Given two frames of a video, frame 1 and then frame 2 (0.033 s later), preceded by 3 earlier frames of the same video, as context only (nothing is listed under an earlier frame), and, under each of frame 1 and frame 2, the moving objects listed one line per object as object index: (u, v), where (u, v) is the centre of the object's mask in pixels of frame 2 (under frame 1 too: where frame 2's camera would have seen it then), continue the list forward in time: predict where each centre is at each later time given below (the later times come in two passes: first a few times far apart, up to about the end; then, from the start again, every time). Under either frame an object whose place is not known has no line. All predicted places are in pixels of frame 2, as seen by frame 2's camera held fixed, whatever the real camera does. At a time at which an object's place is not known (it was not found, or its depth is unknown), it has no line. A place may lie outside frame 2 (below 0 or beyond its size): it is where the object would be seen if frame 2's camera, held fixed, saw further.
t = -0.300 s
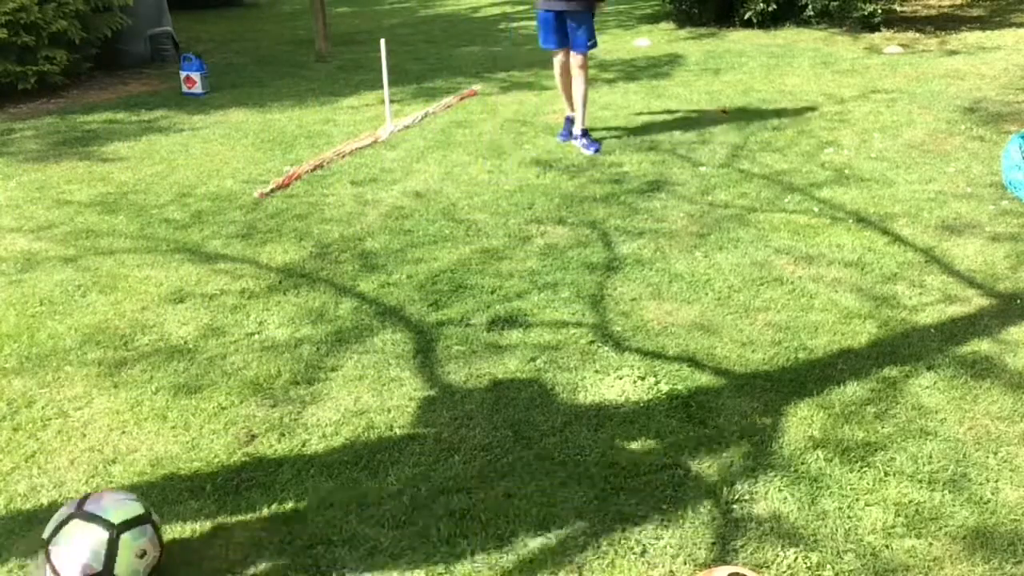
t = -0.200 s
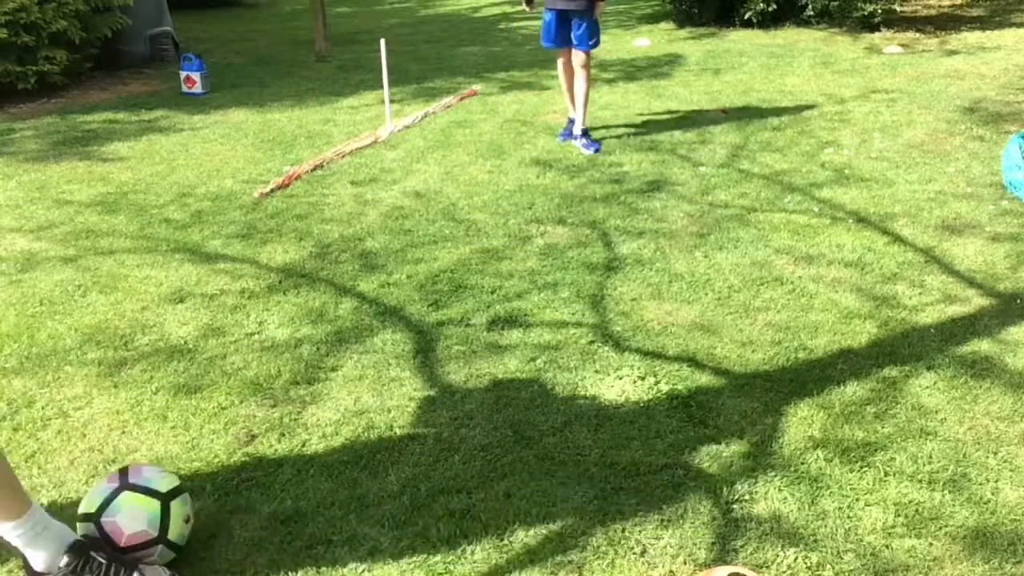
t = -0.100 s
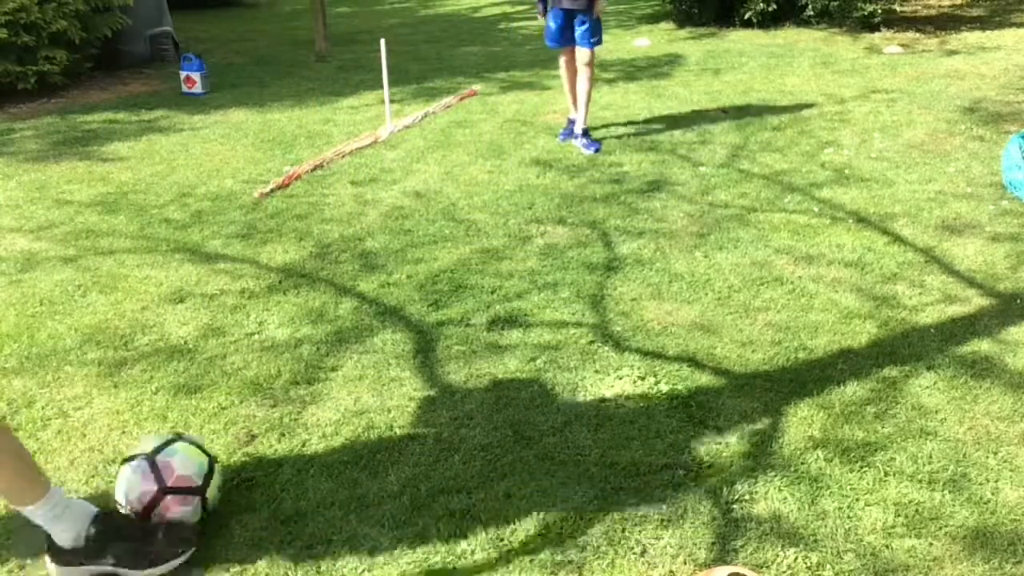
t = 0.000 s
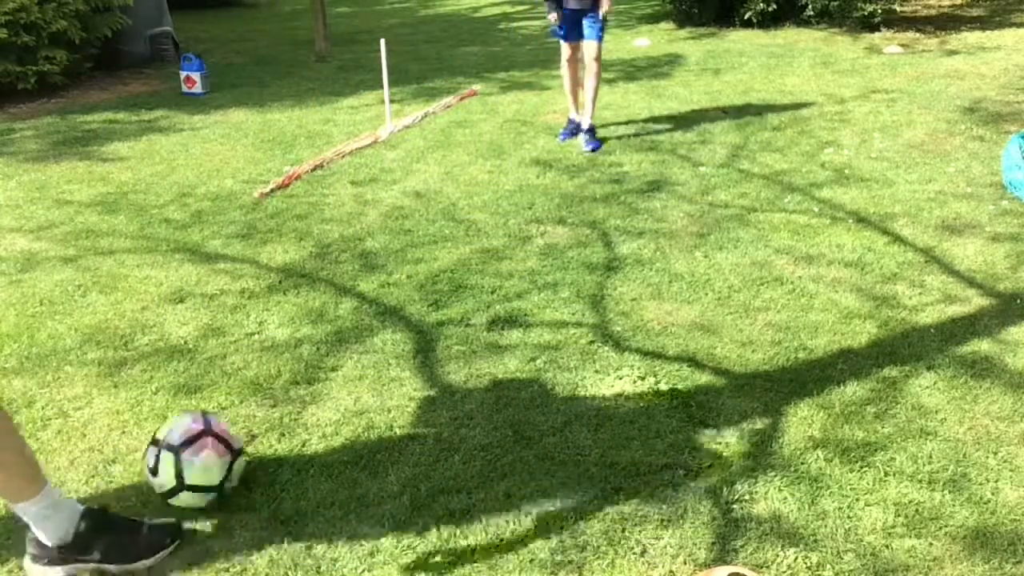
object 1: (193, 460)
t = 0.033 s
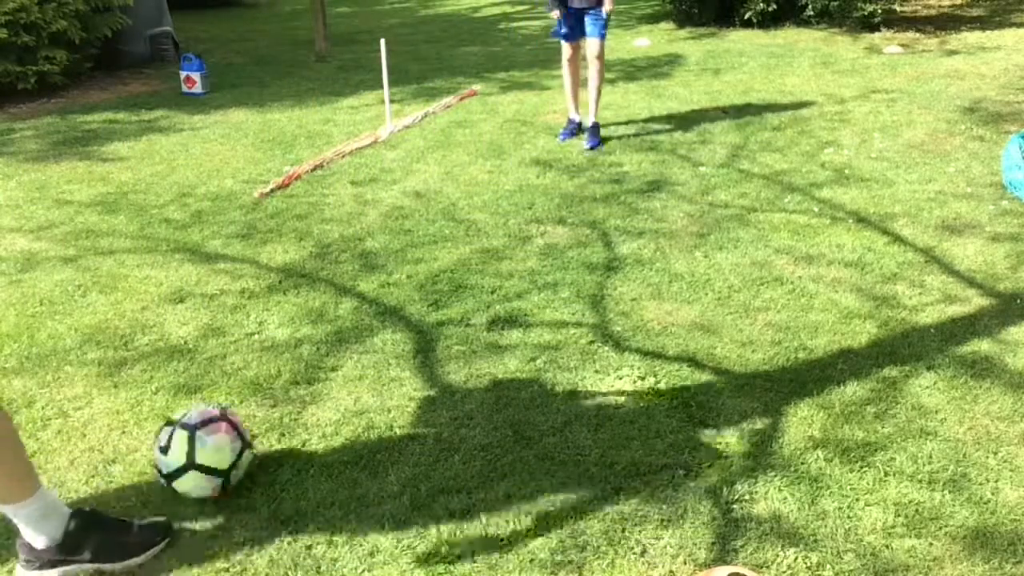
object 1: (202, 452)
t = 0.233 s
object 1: (249, 415)
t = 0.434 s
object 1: (297, 385)
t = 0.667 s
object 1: (353, 357)
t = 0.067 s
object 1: (210, 444)
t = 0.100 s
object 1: (219, 438)
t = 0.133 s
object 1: (227, 432)
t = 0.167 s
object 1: (235, 426)
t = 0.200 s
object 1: (242, 420)
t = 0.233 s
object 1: (249, 415)
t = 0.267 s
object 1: (258, 409)
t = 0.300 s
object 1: (266, 404)
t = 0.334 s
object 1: (274, 399)
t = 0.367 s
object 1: (282, 395)
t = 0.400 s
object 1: (289, 390)
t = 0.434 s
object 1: (297, 385)
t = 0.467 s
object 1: (306, 380)
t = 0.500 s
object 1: (314, 376)
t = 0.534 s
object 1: (322, 373)
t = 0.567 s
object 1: (330, 368)
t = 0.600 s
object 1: (337, 364)
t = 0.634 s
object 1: (345, 360)
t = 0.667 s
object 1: (353, 357)
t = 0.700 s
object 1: (360, 353)
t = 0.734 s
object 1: (367, 349)
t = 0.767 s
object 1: (374, 347)
